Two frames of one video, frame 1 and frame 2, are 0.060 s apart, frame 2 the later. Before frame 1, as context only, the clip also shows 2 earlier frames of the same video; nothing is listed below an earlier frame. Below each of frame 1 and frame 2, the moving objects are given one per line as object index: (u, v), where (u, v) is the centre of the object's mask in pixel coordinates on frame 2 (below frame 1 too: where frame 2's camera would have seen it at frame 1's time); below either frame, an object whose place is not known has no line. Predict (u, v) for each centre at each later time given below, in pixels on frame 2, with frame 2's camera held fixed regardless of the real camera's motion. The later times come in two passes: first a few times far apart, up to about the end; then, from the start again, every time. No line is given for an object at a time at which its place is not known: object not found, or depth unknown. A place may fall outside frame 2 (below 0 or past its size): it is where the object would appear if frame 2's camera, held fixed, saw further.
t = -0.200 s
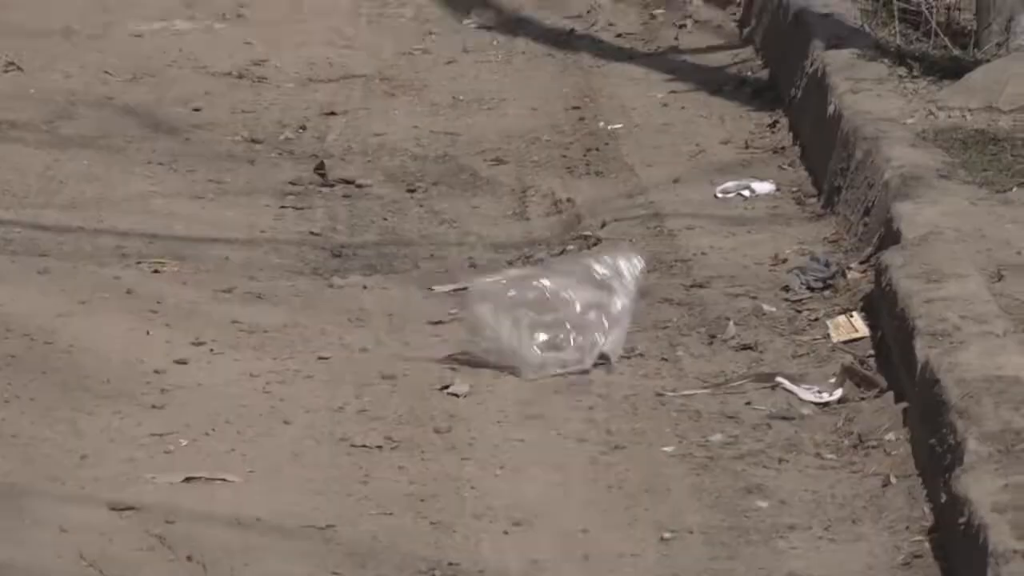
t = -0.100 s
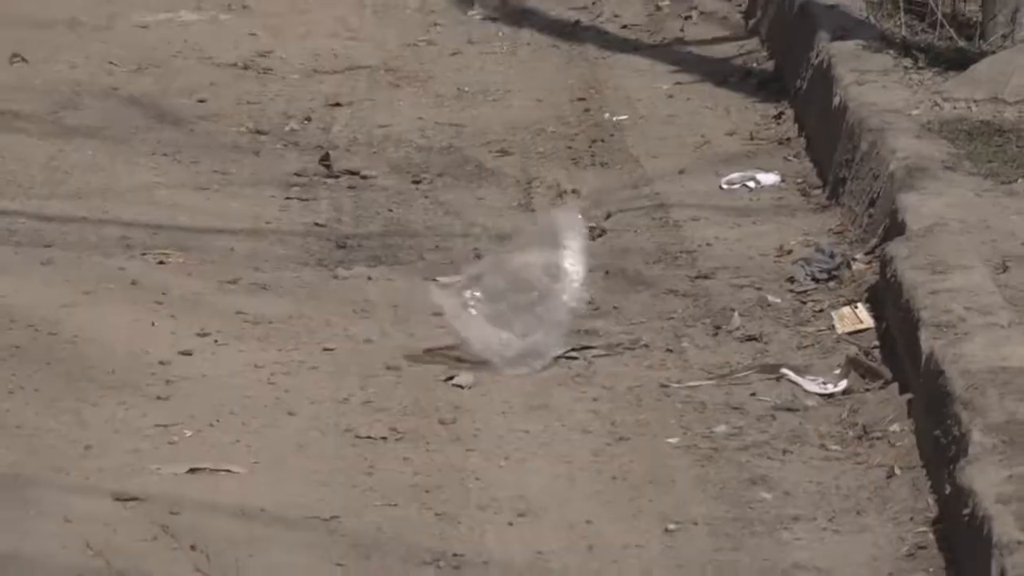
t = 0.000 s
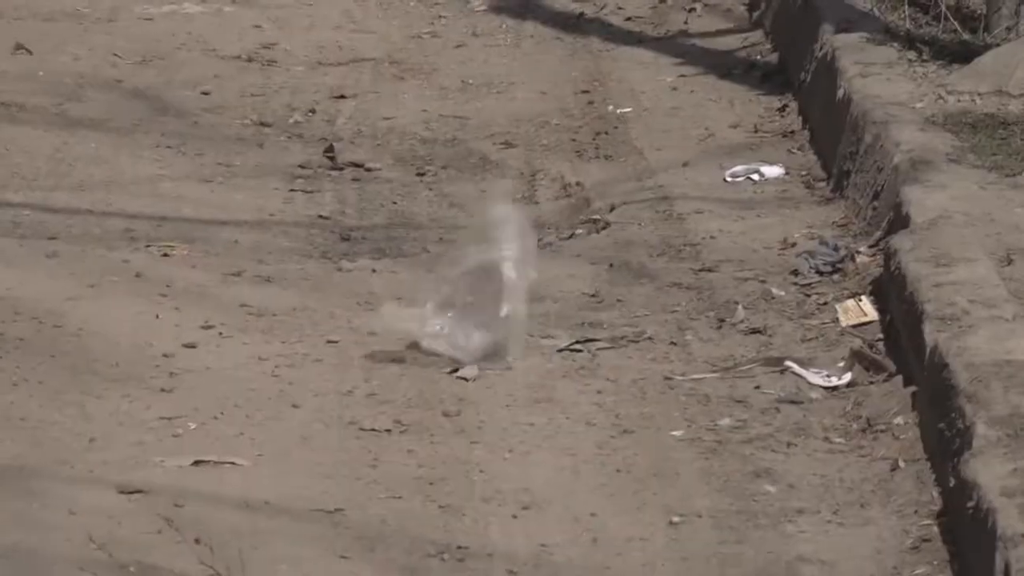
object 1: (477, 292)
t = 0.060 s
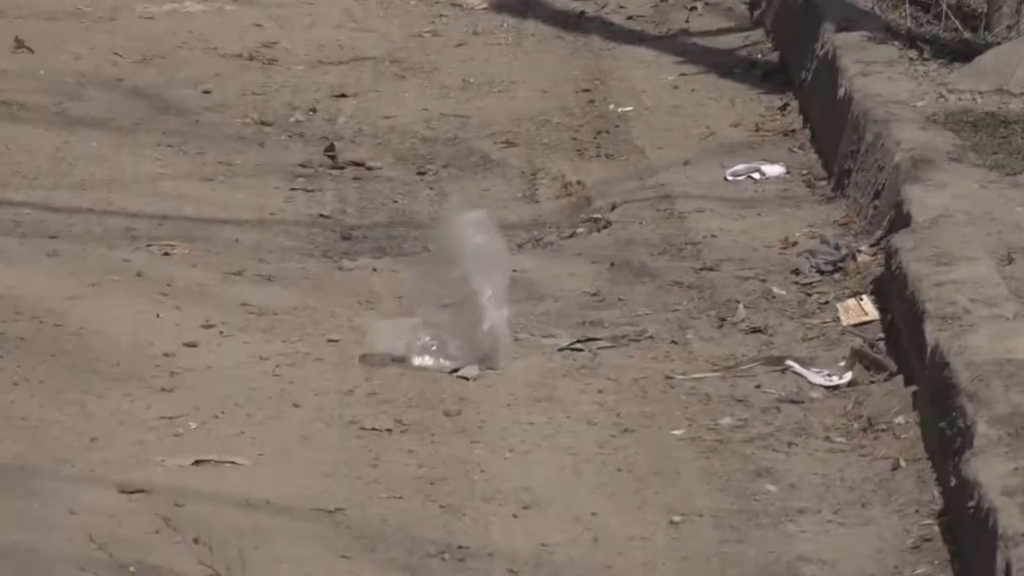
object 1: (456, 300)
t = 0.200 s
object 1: (427, 316)
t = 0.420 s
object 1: (429, 325)
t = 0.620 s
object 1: (469, 328)
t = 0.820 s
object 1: (503, 353)
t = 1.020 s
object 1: (515, 337)
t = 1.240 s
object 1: (522, 355)
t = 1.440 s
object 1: (537, 389)
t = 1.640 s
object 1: (543, 399)
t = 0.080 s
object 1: (449, 303)
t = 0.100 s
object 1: (444, 304)
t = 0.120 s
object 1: (442, 306)
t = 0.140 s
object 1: (438, 307)
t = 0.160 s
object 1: (433, 310)
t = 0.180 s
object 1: (430, 313)
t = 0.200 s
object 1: (427, 316)
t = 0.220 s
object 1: (426, 319)
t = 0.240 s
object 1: (426, 321)
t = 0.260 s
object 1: (425, 322)
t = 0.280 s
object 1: (426, 323)
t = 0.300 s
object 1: (424, 326)
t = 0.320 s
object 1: (423, 328)
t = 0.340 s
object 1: (423, 328)
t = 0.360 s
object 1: (423, 328)
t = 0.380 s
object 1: (424, 328)
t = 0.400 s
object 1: (426, 327)
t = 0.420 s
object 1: (429, 325)
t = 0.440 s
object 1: (432, 324)
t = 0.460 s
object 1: (437, 323)
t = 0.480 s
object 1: (439, 323)
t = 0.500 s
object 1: (442, 323)
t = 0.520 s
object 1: (446, 323)
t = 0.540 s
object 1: (450, 323)
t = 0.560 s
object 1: (456, 322)
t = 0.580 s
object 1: (460, 323)
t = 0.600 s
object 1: (465, 324)
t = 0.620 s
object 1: (469, 328)
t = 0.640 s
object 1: (473, 331)
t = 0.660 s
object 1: (478, 337)
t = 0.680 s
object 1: (482, 346)
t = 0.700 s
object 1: (485, 354)
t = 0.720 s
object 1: (490, 364)
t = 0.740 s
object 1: (494, 367)
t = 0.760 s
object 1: (497, 363)
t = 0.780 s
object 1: (499, 361)
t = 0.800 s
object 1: (503, 356)
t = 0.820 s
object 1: (503, 353)
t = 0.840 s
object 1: (505, 349)
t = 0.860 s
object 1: (504, 349)
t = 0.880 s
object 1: (503, 348)
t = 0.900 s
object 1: (504, 345)
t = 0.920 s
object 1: (506, 342)
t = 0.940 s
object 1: (507, 342)
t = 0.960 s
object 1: (513, 340)
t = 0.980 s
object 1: (514, 338)
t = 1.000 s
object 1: (515, 338)
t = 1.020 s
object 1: (515, 337)
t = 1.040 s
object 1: (517, 336)
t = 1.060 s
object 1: (517, 335)
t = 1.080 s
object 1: (518, 336)
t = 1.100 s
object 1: (518, 337)
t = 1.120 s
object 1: (519, 339)
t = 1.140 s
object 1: (518, 341)
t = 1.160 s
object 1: (518, 342)
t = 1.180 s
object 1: (520, 345)
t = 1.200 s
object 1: (521, 349)
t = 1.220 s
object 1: (521, 352)
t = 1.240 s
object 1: (522, 355)
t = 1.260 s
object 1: (519, 359)
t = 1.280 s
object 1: (517, 359)
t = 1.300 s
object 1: (519, 362)
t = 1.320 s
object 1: (521, 366)
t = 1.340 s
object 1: (521, 368)
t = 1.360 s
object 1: (525, 371)
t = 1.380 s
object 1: (530, 377)
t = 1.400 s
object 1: (535, 381)
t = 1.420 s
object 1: (533, 387)
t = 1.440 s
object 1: (537, 389)
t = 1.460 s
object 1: (535, 393)
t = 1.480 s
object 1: (536, 395)
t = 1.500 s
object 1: (537, 396)
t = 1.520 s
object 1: (539, 398)
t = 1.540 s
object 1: (539, 398)
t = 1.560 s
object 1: (539, 398)
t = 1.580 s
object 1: (540, 398)
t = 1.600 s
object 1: (541, 398)
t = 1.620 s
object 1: (543, 399)
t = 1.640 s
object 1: (543, 399)
